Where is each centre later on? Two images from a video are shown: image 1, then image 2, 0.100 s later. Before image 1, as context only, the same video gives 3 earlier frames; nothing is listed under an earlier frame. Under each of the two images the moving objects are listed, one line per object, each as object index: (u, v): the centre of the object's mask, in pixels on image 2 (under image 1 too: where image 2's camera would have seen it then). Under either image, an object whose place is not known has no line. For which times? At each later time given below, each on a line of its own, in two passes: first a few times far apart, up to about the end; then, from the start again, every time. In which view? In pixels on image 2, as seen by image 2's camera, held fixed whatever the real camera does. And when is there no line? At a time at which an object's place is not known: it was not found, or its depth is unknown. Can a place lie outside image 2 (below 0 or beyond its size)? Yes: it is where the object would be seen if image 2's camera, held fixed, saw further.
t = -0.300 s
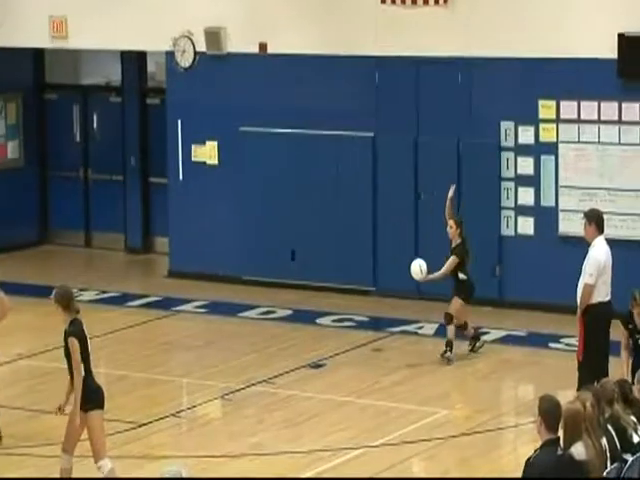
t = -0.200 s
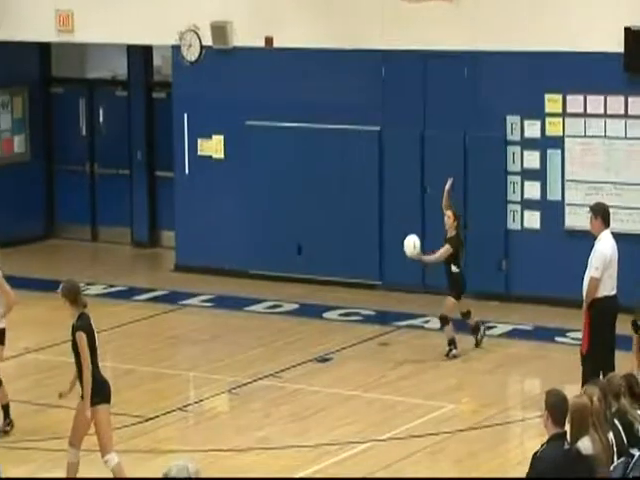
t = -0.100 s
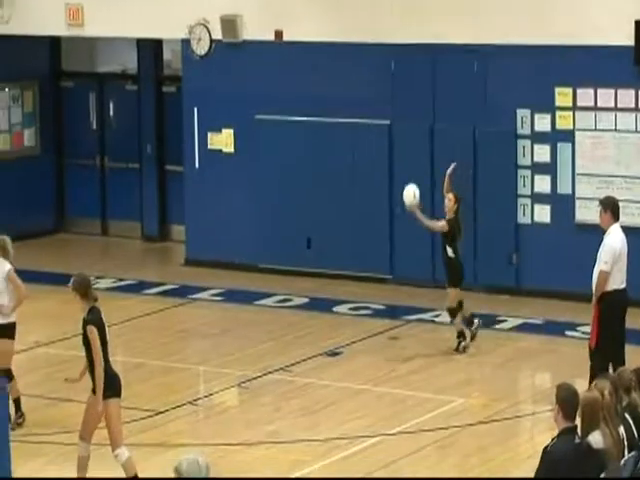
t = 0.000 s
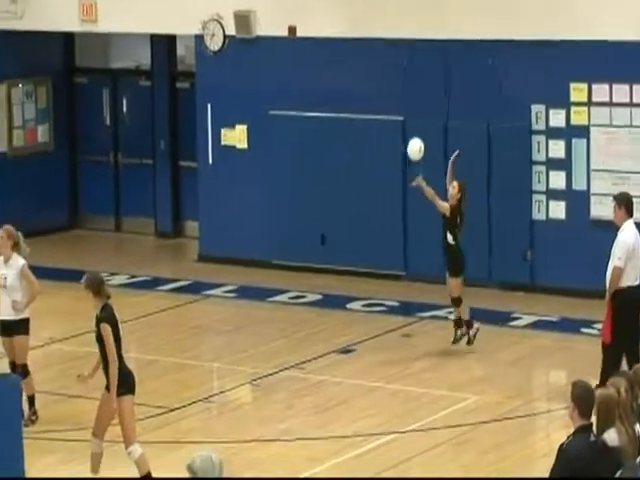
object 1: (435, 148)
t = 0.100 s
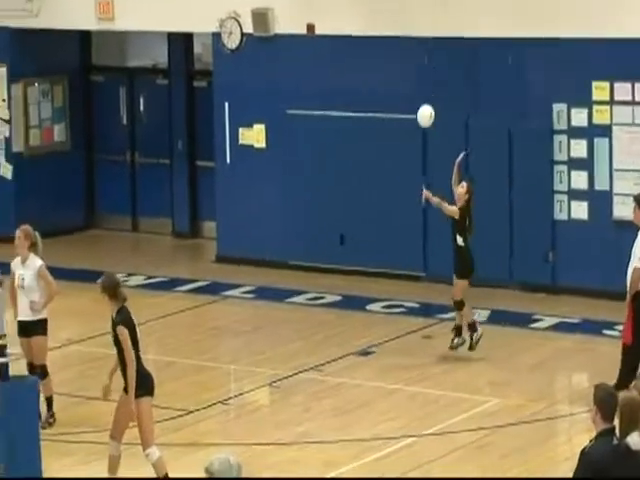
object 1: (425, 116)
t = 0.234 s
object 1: (413, 88)
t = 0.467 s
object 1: (391, 85)
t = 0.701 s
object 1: (370, 141)
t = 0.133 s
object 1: (422, 107)
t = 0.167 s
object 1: (419, 100)
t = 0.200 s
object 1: (416, 93)
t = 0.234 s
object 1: (413, 88)
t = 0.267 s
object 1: (410, 84)
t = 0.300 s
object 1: (406, 81)
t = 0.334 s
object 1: (403, 80)
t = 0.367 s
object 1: (400, 79)
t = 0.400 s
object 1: (397, 80)
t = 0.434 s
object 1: (394, 82)
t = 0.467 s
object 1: (391, 85)
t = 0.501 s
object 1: (388, 89)
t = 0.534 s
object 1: (385, 95)
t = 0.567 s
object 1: (382, 101)
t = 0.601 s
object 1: (378, 110)
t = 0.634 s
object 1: (376, 118)
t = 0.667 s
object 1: (373, 129)
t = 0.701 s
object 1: (370, 141)
